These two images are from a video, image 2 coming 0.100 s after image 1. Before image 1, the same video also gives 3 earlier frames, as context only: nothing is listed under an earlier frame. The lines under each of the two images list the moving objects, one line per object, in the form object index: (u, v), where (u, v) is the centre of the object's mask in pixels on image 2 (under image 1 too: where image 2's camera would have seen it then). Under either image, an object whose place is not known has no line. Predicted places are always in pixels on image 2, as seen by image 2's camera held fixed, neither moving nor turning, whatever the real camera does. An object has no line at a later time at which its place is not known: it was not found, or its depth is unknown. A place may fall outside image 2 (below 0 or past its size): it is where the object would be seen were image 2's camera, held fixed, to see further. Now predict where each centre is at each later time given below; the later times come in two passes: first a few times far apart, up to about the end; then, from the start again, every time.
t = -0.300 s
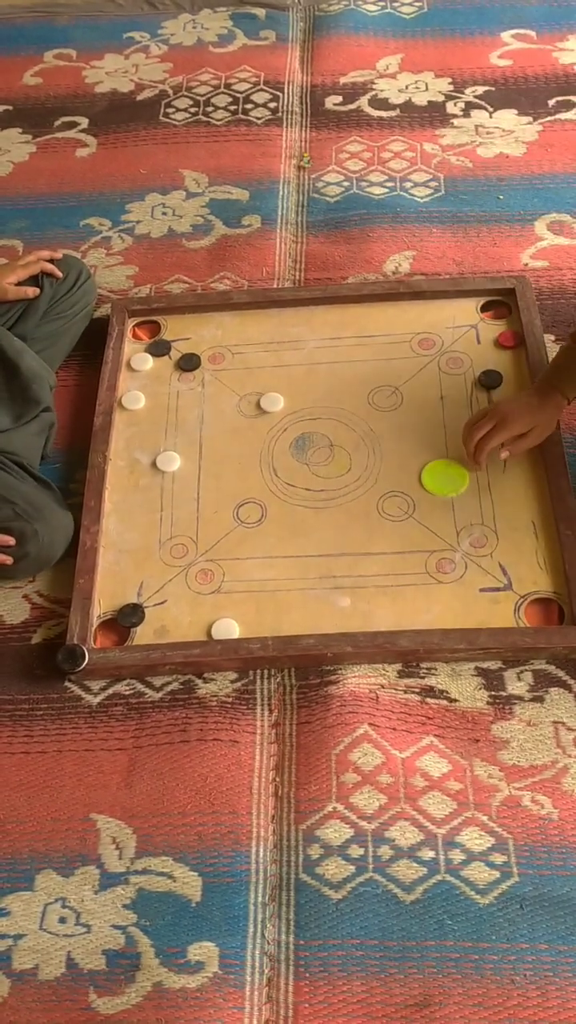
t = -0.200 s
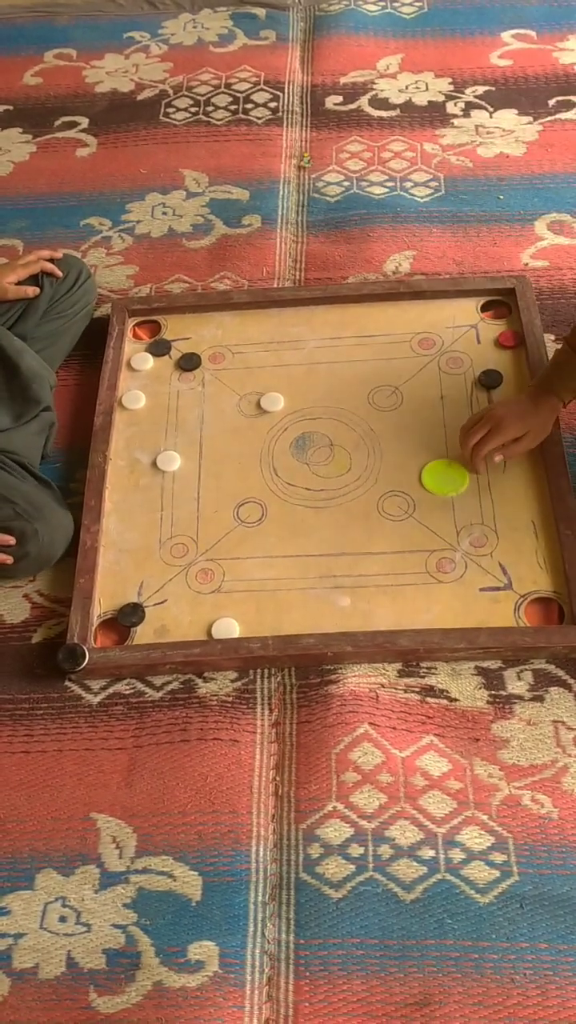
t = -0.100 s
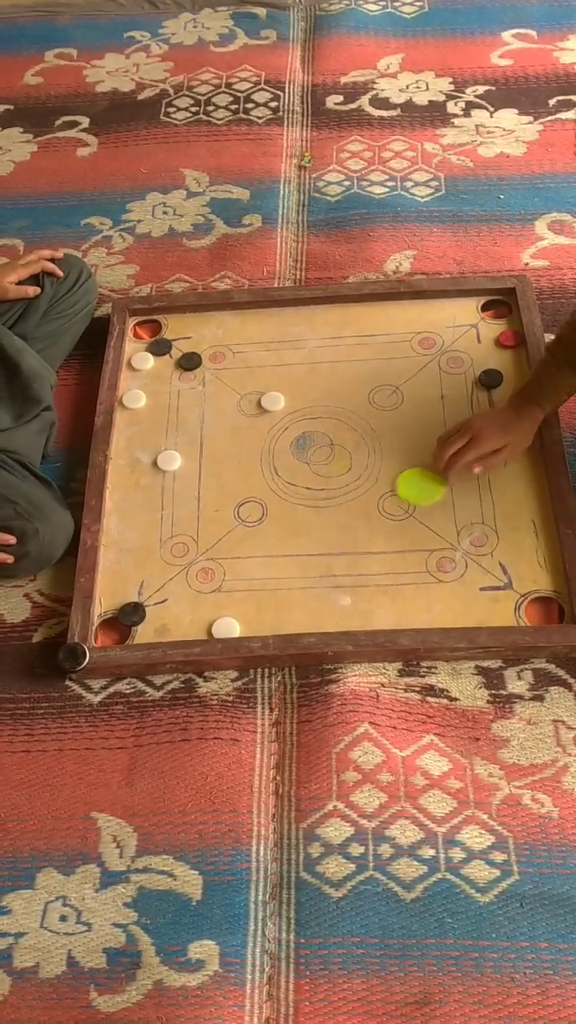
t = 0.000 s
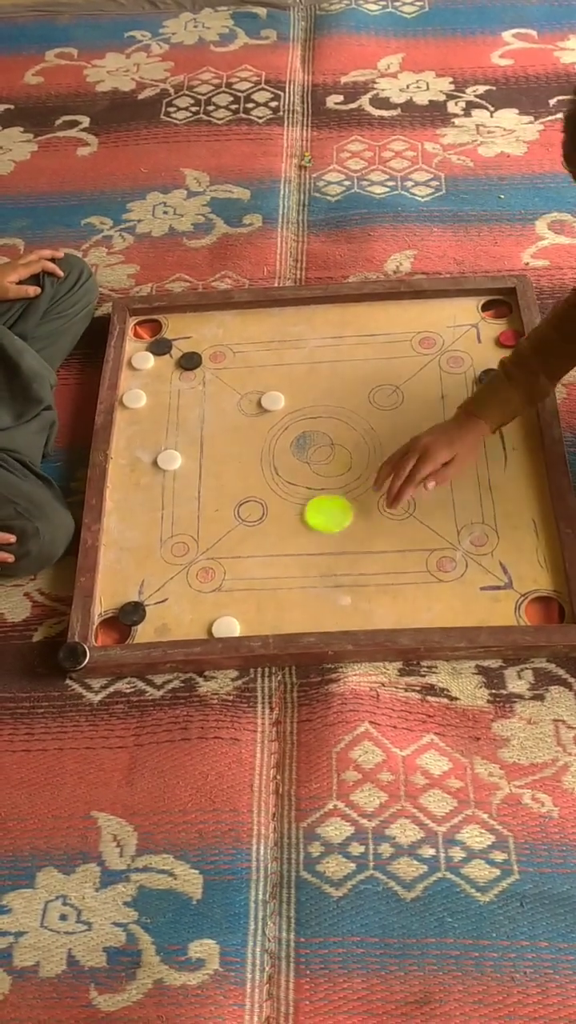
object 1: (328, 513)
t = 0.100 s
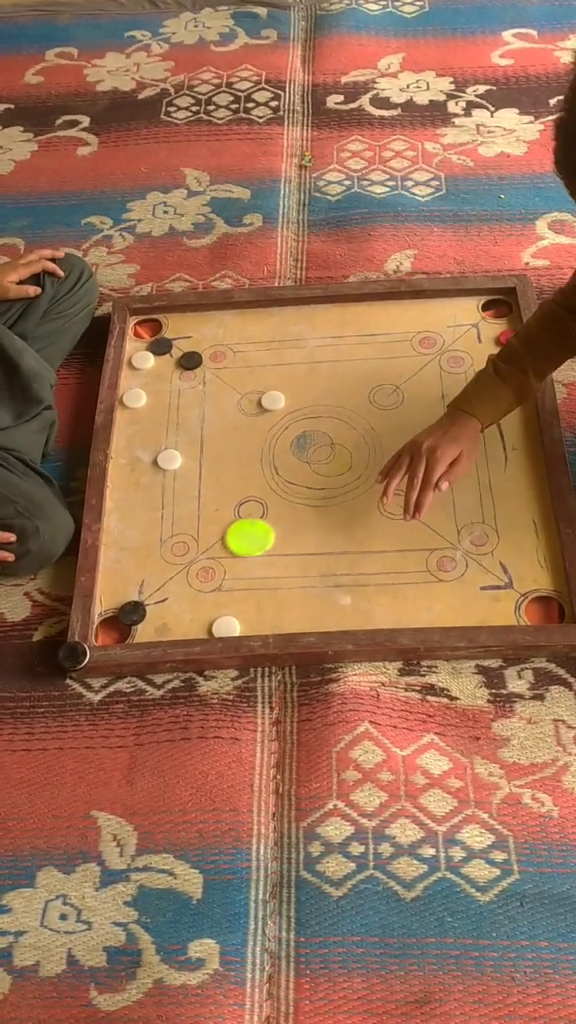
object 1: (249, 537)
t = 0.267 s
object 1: (141, 570)
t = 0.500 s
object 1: (148, 581)
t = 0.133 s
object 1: (225, 544)
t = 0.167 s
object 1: (203, 551)
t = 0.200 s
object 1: (181, 557)
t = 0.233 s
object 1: (161, 564)
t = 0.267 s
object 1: (141, 570)
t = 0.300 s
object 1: (124, 575)
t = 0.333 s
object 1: (129, 577)
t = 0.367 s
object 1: (136, 579)
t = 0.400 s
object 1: (141, 580)
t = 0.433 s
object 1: (146, 580)
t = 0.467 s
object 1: (147, 581)
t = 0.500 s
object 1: (148, 581)
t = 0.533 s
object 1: (148, 581)
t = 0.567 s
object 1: (148, 581)
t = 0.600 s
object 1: (148, 581)
